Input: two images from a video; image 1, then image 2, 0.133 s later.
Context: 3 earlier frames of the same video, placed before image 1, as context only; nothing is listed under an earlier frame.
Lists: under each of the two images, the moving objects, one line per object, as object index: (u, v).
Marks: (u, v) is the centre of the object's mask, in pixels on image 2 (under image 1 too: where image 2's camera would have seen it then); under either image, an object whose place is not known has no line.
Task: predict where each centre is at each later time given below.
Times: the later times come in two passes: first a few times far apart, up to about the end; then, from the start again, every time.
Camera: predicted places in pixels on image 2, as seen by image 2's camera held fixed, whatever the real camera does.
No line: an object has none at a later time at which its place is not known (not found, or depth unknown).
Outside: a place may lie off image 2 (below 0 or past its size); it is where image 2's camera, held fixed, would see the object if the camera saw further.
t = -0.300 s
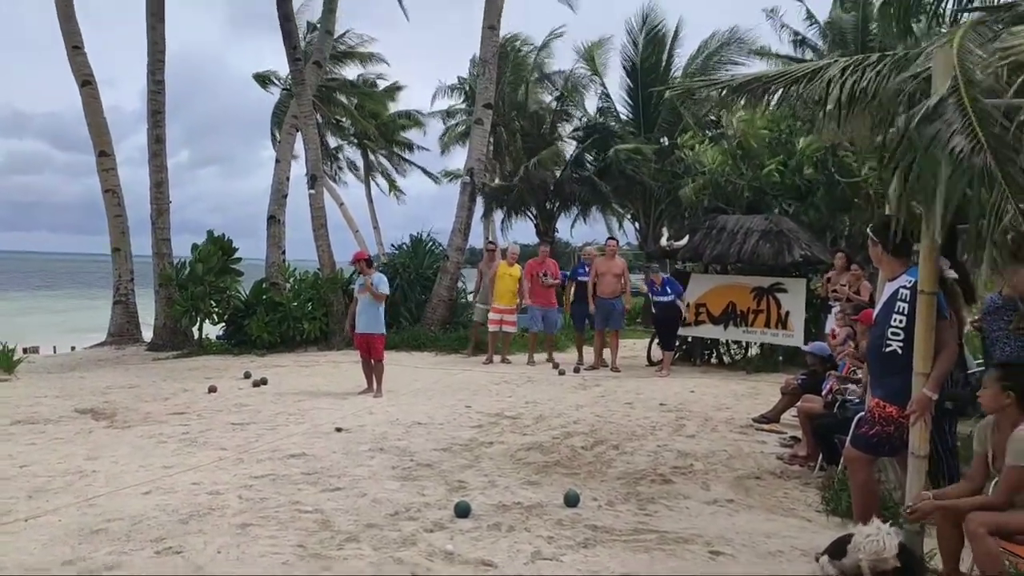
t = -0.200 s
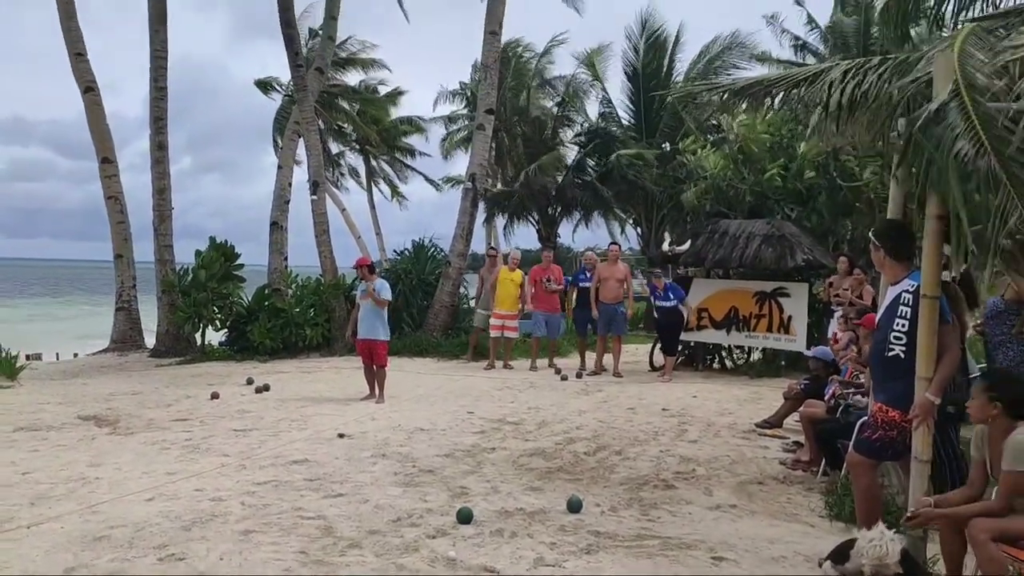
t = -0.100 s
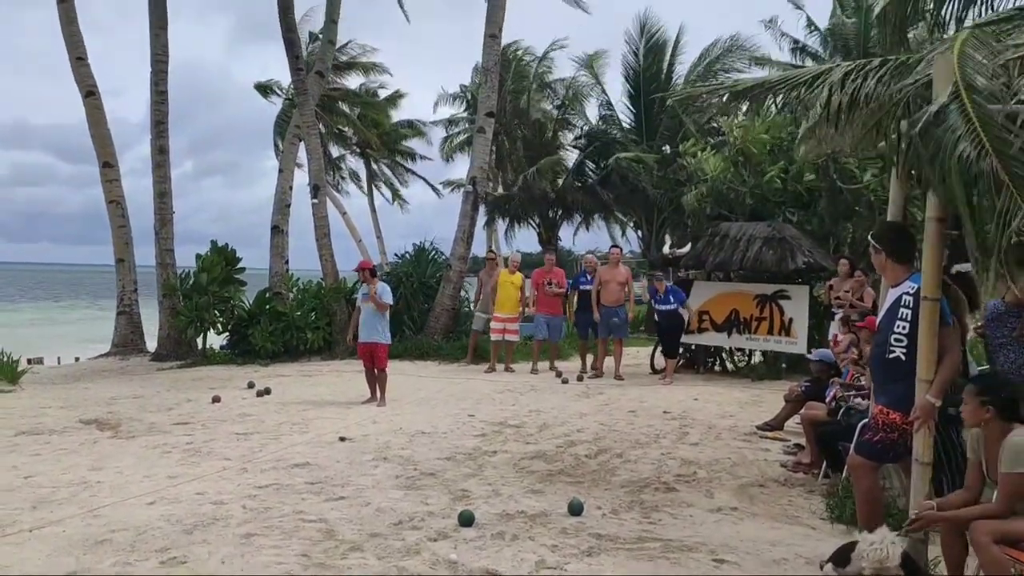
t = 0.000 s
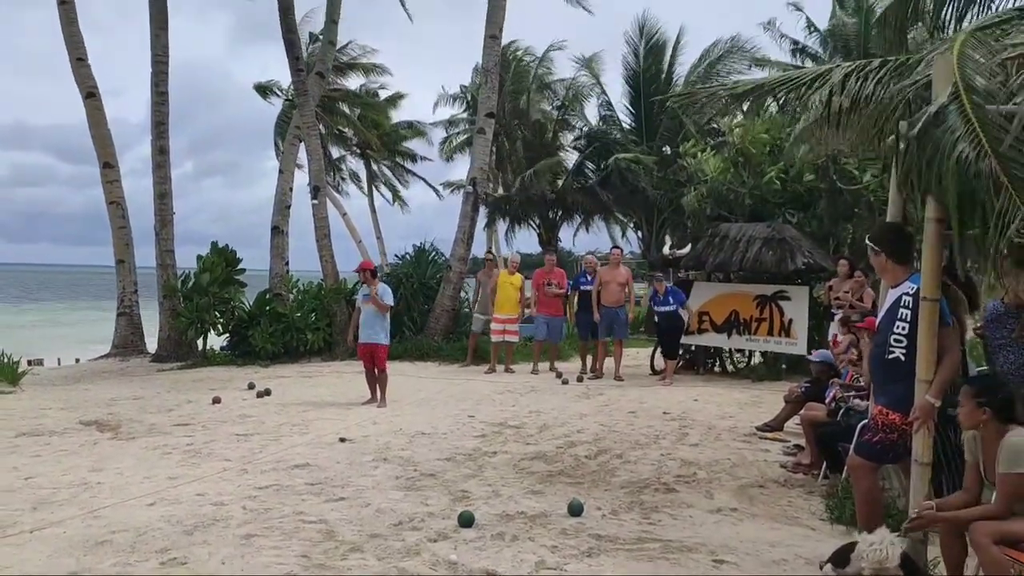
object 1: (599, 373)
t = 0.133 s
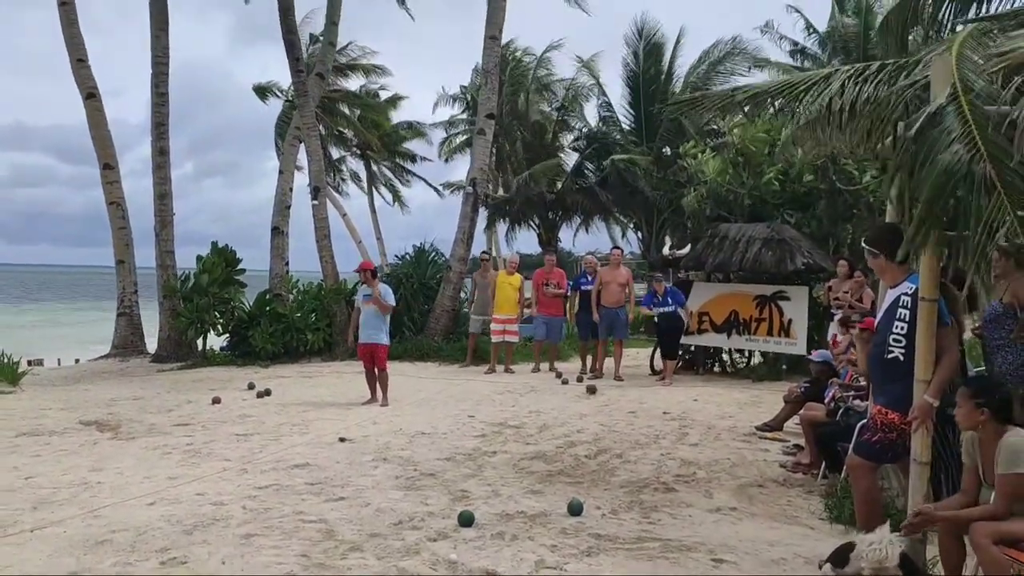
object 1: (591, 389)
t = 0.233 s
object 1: (578, 442)
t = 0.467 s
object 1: (547, 467)
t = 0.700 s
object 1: (522, 482)
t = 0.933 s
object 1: (498, 496)
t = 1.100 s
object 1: (484, 504)
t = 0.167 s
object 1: (587, 404)
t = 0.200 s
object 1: (583, 423)
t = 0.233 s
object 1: (578, 442)
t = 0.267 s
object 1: (573, 442)
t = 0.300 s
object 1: (569, 445)
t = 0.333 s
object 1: (566, 446)
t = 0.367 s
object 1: (561, 449)
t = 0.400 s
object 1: (557, 454)
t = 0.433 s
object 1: (552, 461)
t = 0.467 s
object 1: (547, 467)
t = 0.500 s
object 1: (544, 468)
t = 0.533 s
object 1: (540, 470)
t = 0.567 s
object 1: (536, 473)
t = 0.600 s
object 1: (533, 476)
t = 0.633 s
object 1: (529, 480)
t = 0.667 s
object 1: (525, 481)
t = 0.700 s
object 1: (522, 482)
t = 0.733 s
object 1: (518, 483)
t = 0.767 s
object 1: (515, 486)
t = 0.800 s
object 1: (511, 490)
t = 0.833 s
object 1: (508, 490)
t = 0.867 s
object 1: (504, 491)
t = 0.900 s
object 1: (501, 493)
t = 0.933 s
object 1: (498, 496)
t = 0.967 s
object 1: (495, 499)
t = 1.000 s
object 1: (491, 502)
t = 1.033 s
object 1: (489, 502)
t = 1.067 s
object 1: (486, 503)
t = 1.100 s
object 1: (484, 504)
